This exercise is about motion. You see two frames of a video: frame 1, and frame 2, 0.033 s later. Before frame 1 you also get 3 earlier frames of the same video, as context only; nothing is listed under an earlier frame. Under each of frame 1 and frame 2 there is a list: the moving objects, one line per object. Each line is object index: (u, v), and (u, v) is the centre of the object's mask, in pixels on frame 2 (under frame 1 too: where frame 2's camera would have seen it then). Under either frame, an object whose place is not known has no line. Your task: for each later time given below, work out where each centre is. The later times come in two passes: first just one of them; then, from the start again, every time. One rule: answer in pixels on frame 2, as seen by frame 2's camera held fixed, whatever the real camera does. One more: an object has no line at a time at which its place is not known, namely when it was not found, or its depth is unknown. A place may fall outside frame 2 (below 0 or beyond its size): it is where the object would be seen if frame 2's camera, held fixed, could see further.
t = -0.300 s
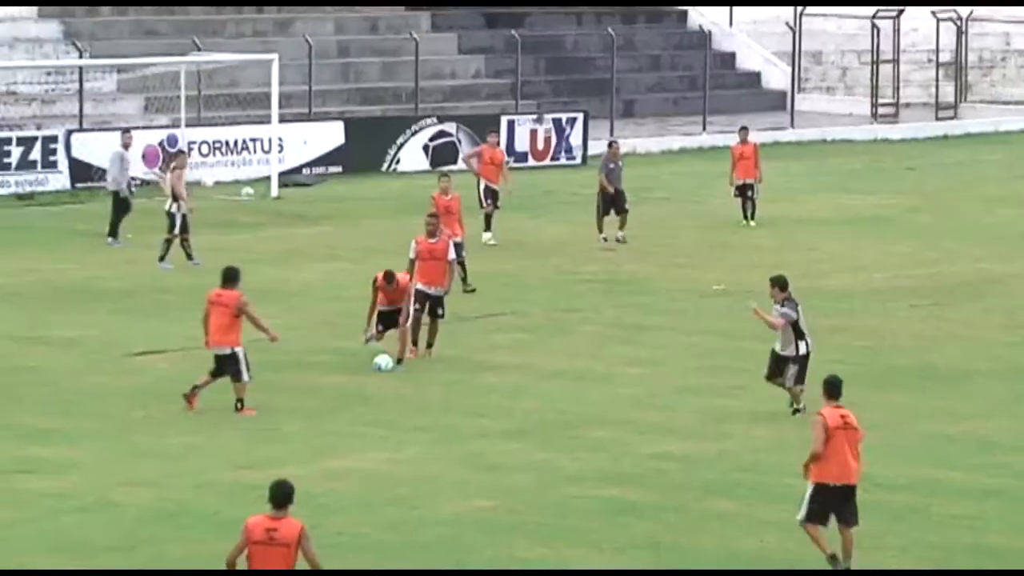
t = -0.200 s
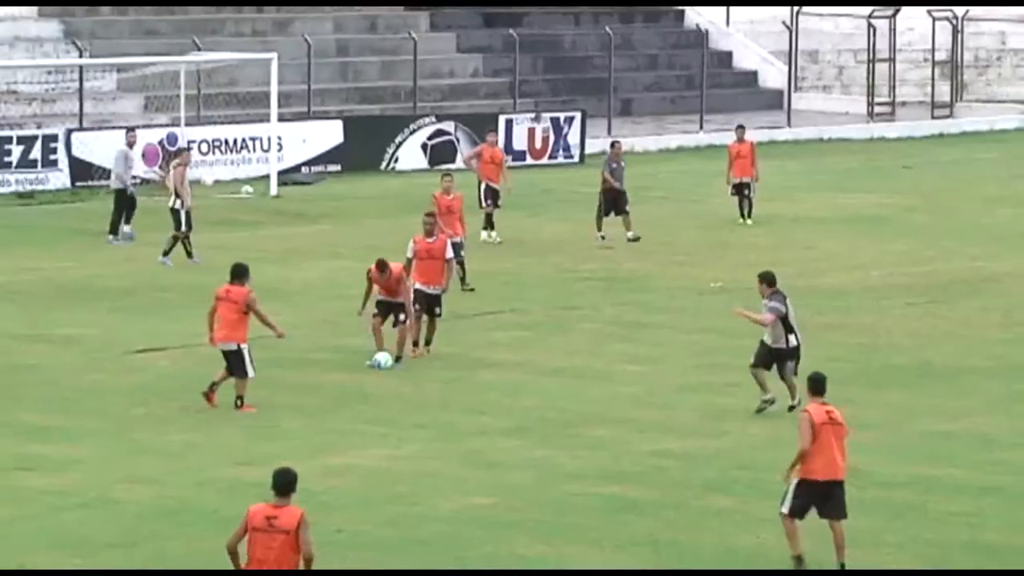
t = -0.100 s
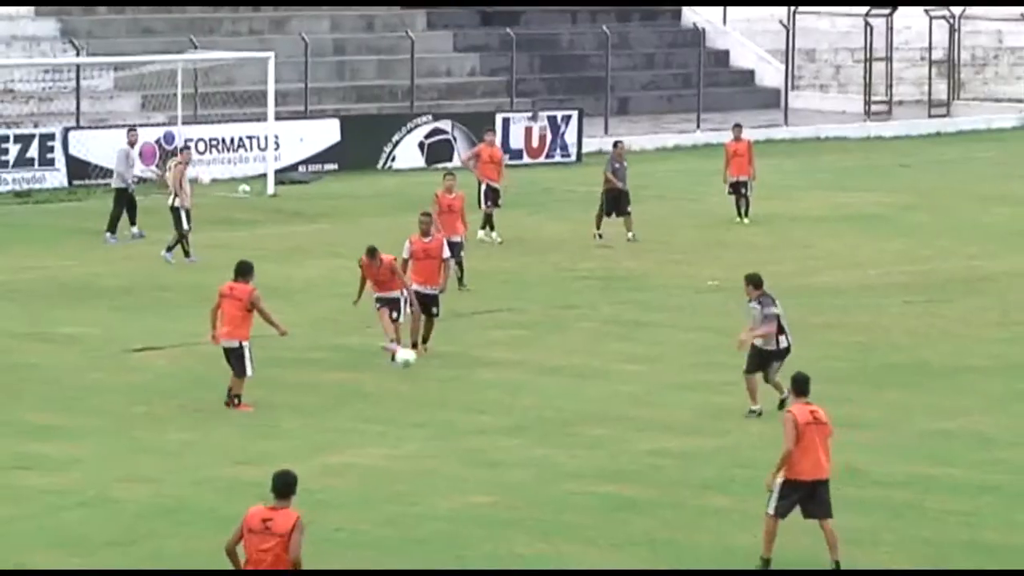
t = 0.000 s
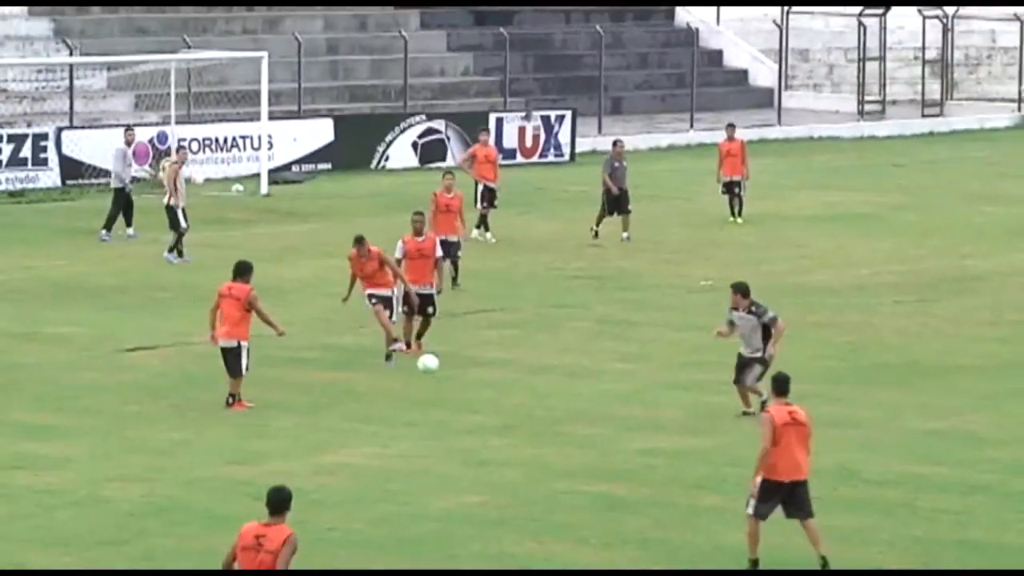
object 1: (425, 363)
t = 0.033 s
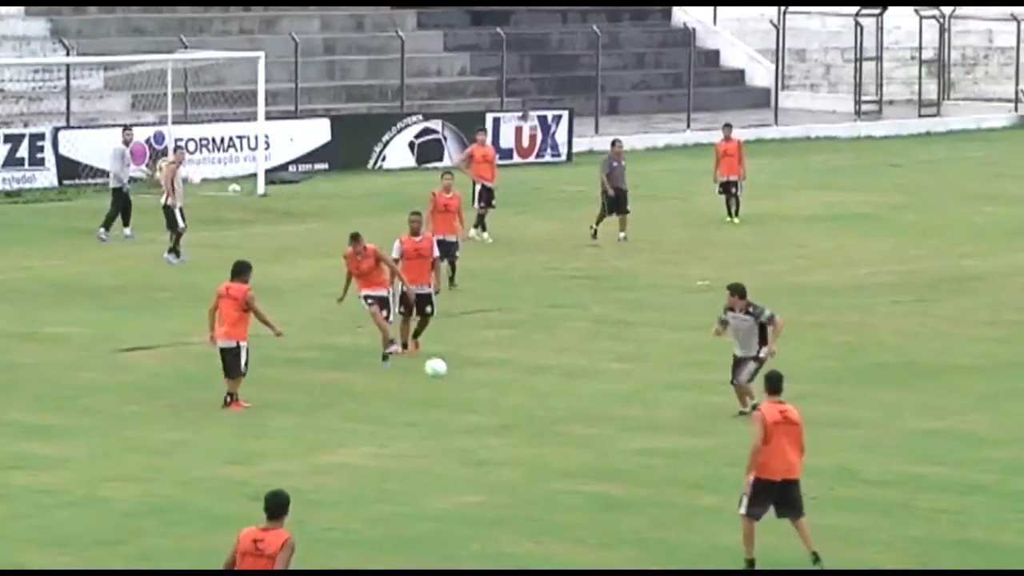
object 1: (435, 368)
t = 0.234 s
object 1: (504, 416)
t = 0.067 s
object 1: (446, 372)
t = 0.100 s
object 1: (457, 378)
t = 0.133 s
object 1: (468, 386)
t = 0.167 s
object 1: (479, 394)
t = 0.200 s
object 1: (492, 404)
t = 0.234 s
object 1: (504, 416)
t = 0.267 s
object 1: (518, 431)
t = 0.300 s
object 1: (530, 443)
